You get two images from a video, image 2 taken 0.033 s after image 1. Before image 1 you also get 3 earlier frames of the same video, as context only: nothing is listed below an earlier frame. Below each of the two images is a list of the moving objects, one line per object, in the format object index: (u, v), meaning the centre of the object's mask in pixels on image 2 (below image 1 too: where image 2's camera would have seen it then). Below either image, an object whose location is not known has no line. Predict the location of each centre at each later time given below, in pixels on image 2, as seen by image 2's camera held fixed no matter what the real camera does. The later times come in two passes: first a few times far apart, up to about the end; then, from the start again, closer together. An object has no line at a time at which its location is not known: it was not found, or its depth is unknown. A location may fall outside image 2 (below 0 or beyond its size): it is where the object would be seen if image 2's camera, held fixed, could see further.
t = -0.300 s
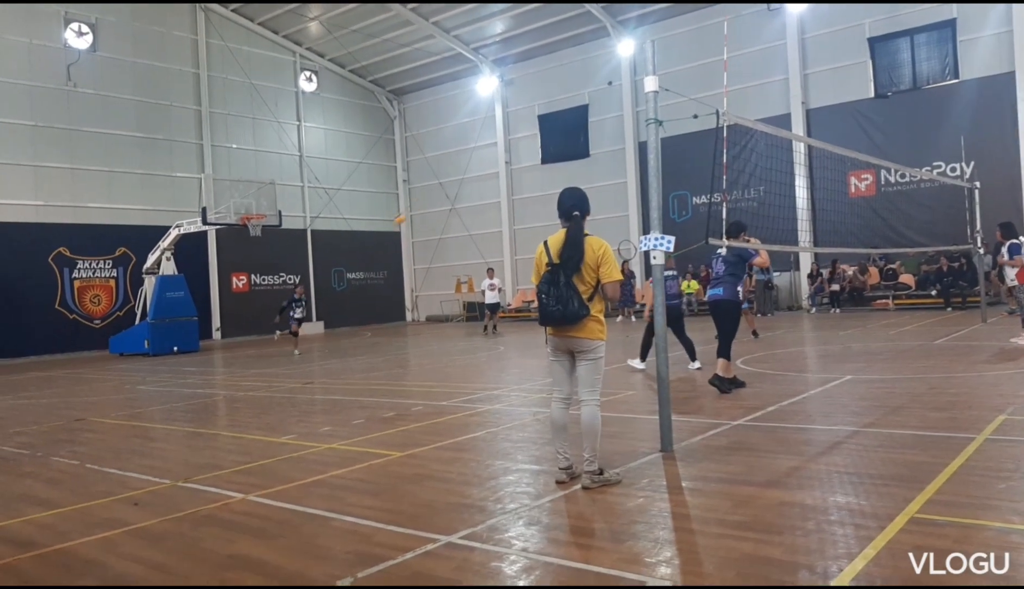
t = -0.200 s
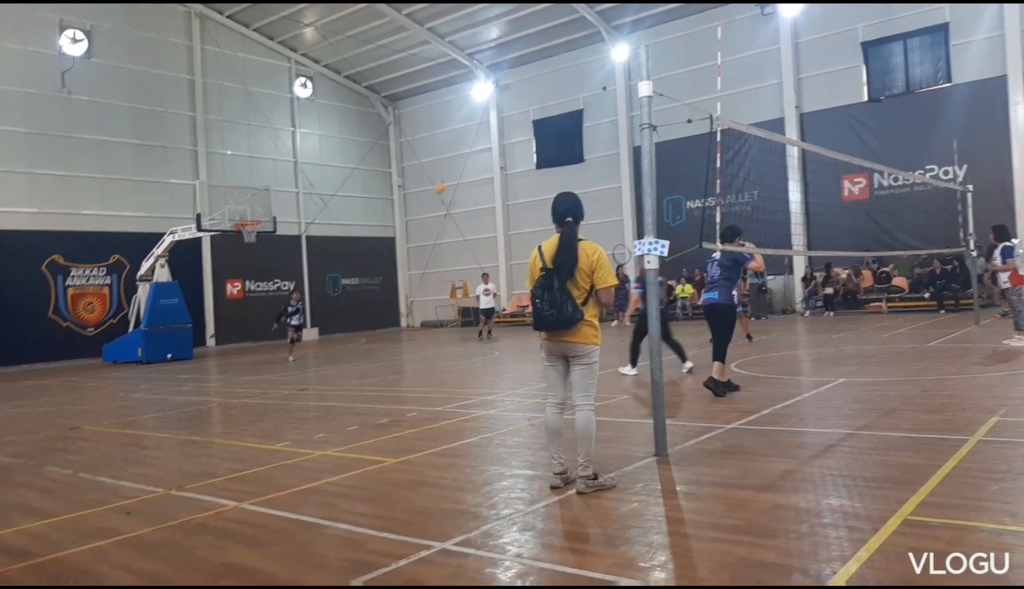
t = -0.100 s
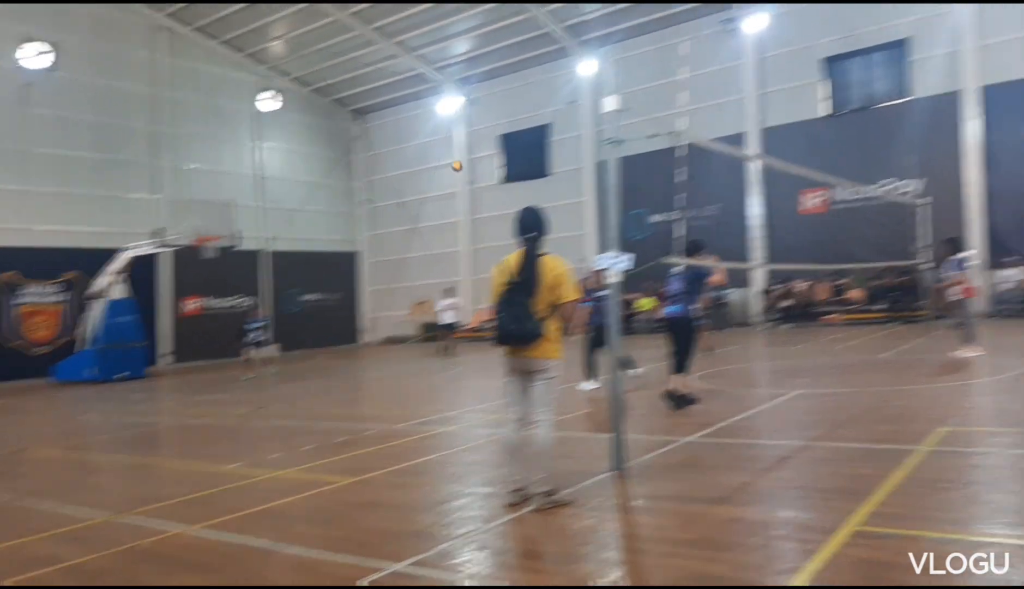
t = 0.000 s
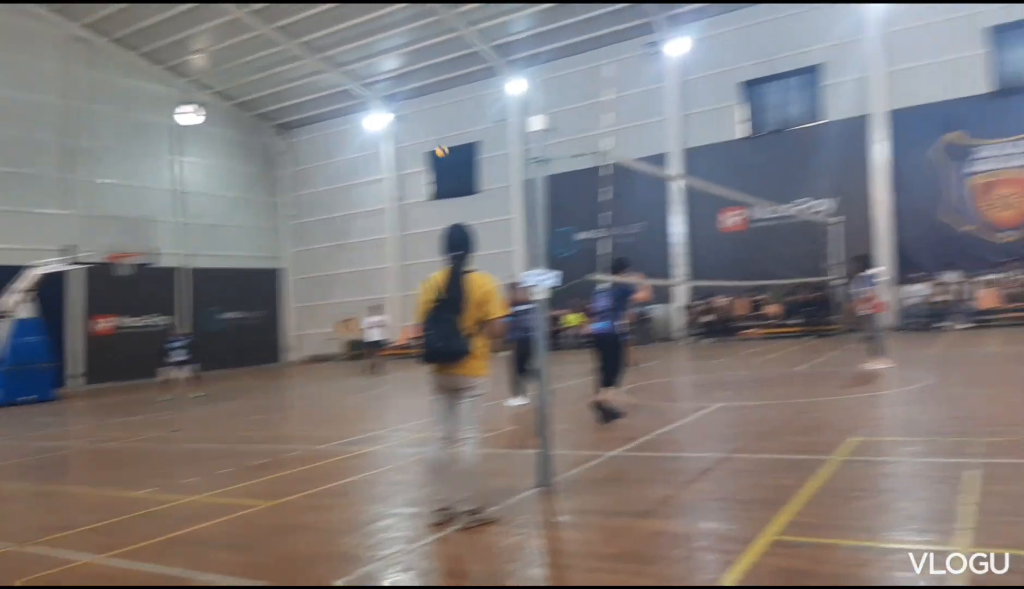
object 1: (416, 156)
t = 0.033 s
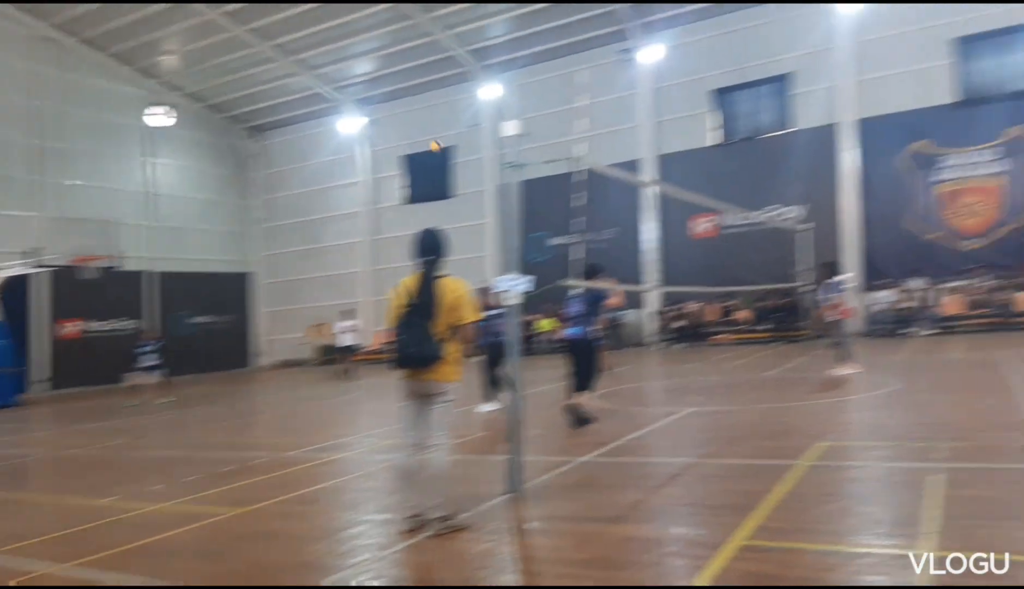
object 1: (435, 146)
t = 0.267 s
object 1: (585, 88)
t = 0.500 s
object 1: (759, 57)
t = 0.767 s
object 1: (1000, 75)
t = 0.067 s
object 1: (455, 137)
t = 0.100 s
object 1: (478, 128)
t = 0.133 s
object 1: (504, 117)
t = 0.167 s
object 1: (520, 110)
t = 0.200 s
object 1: (541, 103)
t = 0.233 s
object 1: (563, 96)
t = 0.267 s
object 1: (585, 88)
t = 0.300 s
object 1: (607, 81)
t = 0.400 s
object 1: (679, 66)
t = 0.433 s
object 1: (705, 62)
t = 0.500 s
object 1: (759, 57)
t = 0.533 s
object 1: (785, 56)
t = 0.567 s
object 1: (814, 56)
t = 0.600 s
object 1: (842, 58)
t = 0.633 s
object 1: (871, 59)
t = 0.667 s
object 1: (903, 61)
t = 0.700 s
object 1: (934, 64)
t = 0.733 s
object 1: (965, 68)
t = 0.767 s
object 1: (1000, 75)
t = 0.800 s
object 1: (1033, 81)
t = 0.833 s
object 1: (1068, 89)
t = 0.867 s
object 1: (1107, 99)
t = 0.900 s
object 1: (1141, 107)
